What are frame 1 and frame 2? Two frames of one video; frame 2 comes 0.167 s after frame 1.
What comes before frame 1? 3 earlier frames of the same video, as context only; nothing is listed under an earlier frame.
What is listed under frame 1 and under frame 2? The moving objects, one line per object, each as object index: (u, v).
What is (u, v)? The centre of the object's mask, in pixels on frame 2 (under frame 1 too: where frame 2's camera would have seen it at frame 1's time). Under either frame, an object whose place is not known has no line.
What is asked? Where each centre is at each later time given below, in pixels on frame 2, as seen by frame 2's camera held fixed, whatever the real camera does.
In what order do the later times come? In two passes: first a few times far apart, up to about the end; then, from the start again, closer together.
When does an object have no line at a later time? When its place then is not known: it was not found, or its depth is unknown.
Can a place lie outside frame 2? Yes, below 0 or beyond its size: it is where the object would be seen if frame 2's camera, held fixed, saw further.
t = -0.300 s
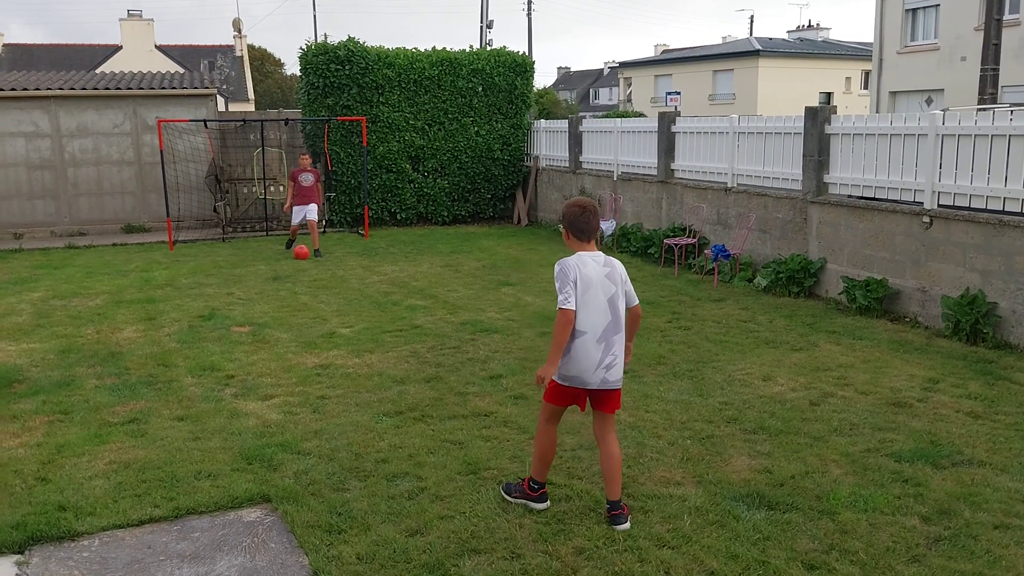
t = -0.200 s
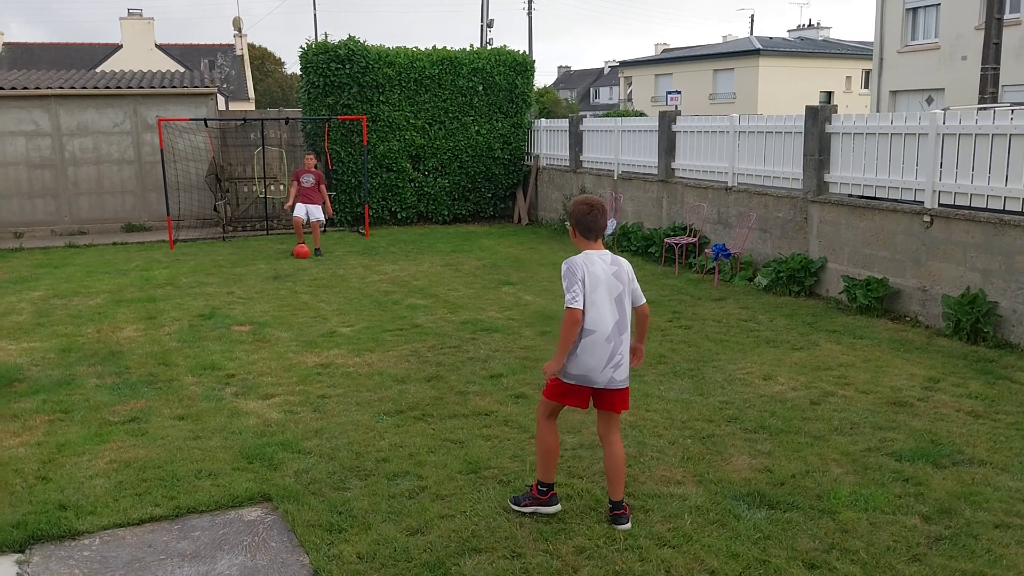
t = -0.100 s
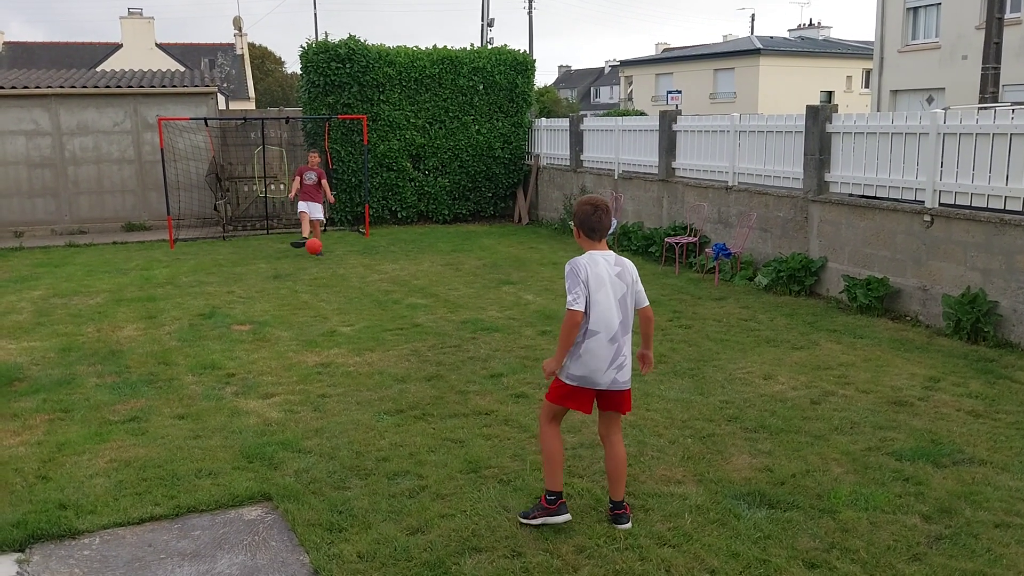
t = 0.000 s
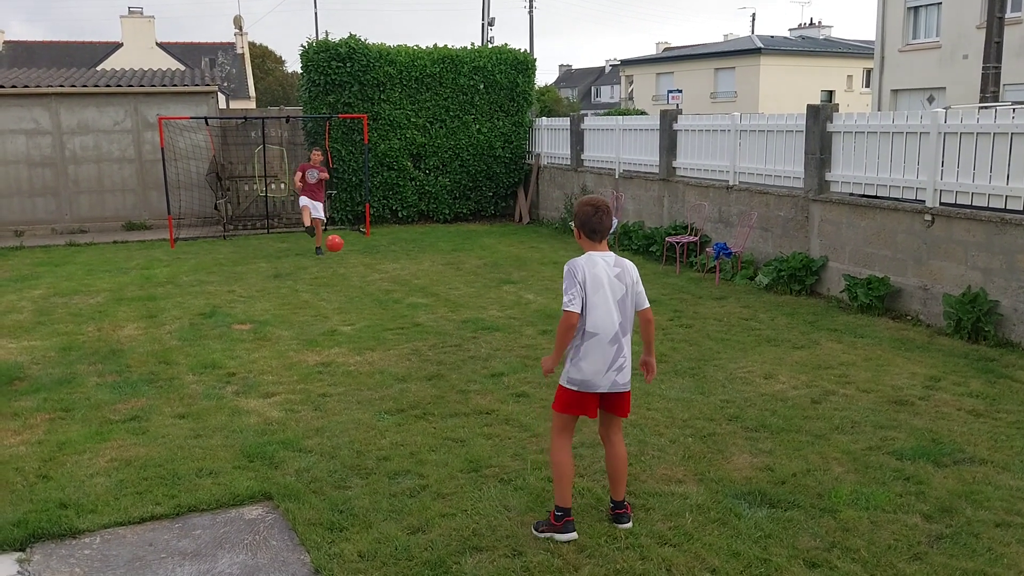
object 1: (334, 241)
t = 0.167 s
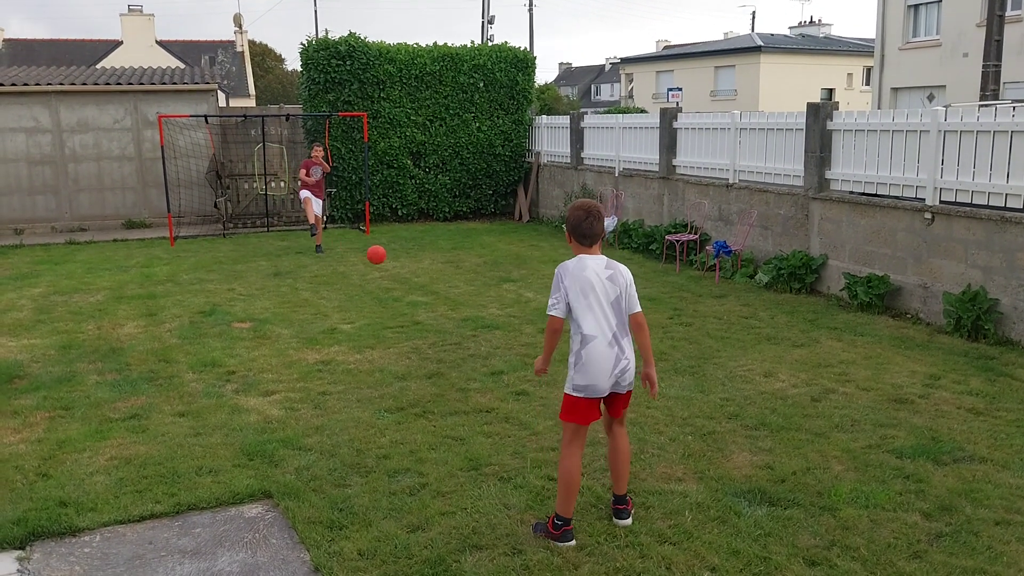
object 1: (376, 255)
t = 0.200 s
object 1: (387, 260)
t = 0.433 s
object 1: (462, 296)
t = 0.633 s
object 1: (527, 311)
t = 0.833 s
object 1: (598, 337)
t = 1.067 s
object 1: (684, 361)
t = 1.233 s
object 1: (752, 378)
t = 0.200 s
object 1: (387, 260)
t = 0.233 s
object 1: (397, 267)
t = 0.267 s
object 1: (409, 275)
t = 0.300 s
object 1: (420, 285)
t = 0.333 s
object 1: (433, 295)
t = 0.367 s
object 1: (444, 299)
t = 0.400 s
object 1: (453, 297)
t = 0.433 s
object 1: (462, 296)
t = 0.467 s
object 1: (472, 295)
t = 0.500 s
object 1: (482, 296)
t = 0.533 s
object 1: (492, 298)
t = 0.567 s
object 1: (504, 301)
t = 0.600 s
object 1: (515, 305)
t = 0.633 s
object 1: (527, 311)
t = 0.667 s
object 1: (540, 319)
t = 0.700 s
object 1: (553, 328)
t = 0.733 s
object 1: (566, 336)
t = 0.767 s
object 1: (577, 336)
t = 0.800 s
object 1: (588, 335)
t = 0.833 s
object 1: (598, 337)
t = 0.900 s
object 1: (622, 343)
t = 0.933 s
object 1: (634, 348)
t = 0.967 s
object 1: (647, 353)
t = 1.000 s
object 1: (658, 355)
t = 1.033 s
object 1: (671, 357)
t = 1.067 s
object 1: (684, 361)
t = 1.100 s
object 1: (697, 366)
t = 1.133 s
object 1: (711, 369)
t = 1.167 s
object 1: (724, 371)
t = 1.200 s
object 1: (738, 374)
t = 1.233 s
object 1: (752, 378)
